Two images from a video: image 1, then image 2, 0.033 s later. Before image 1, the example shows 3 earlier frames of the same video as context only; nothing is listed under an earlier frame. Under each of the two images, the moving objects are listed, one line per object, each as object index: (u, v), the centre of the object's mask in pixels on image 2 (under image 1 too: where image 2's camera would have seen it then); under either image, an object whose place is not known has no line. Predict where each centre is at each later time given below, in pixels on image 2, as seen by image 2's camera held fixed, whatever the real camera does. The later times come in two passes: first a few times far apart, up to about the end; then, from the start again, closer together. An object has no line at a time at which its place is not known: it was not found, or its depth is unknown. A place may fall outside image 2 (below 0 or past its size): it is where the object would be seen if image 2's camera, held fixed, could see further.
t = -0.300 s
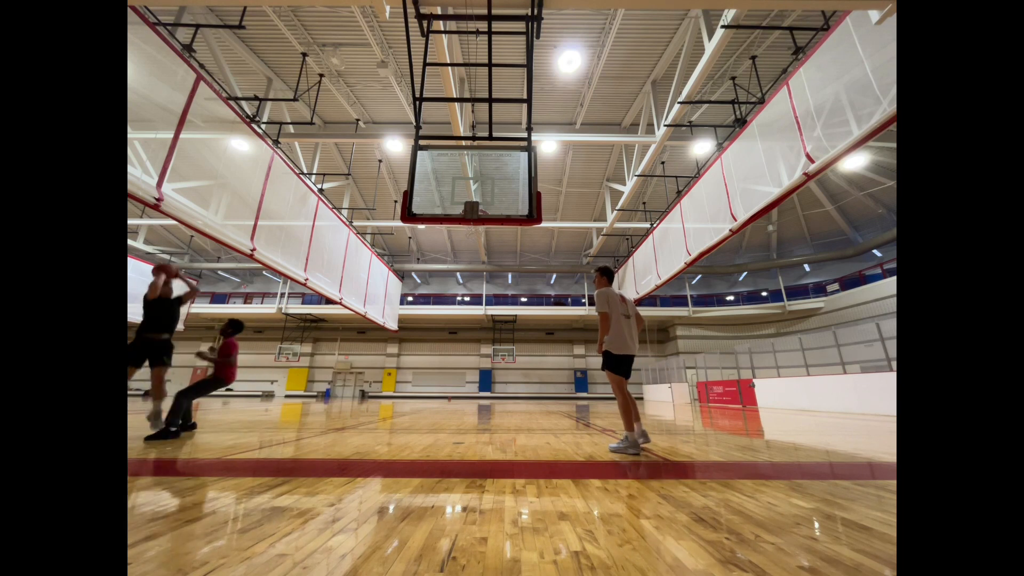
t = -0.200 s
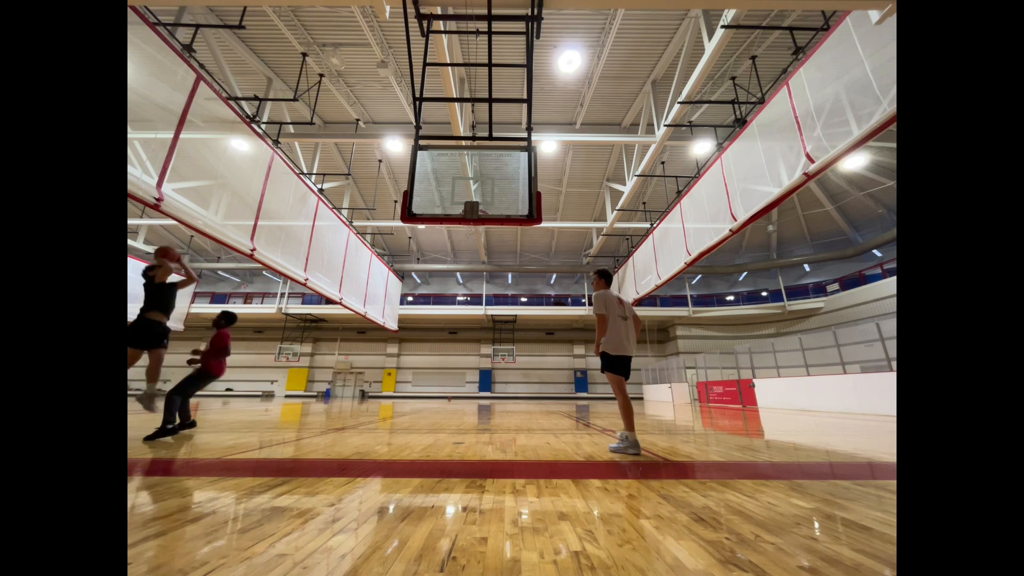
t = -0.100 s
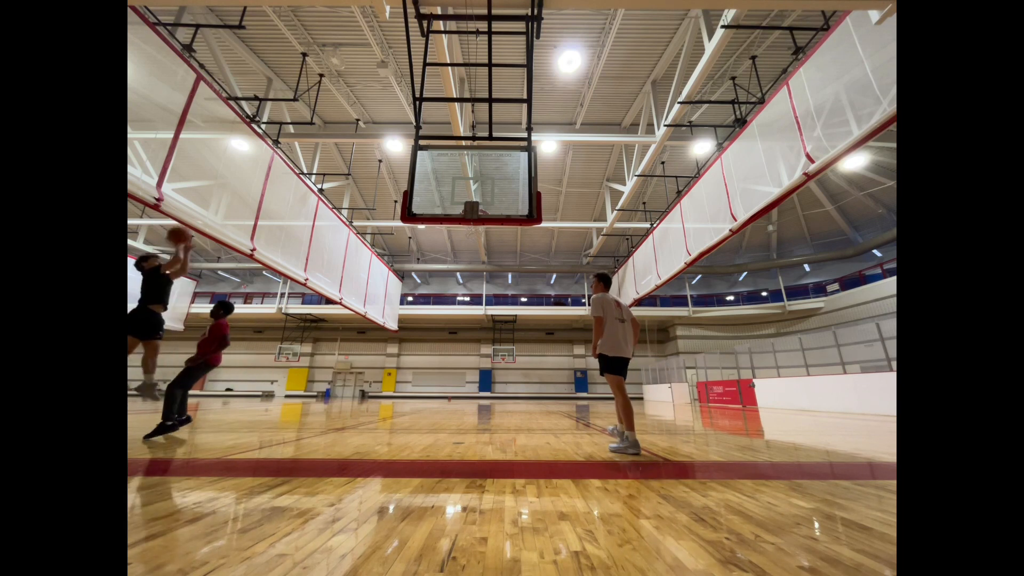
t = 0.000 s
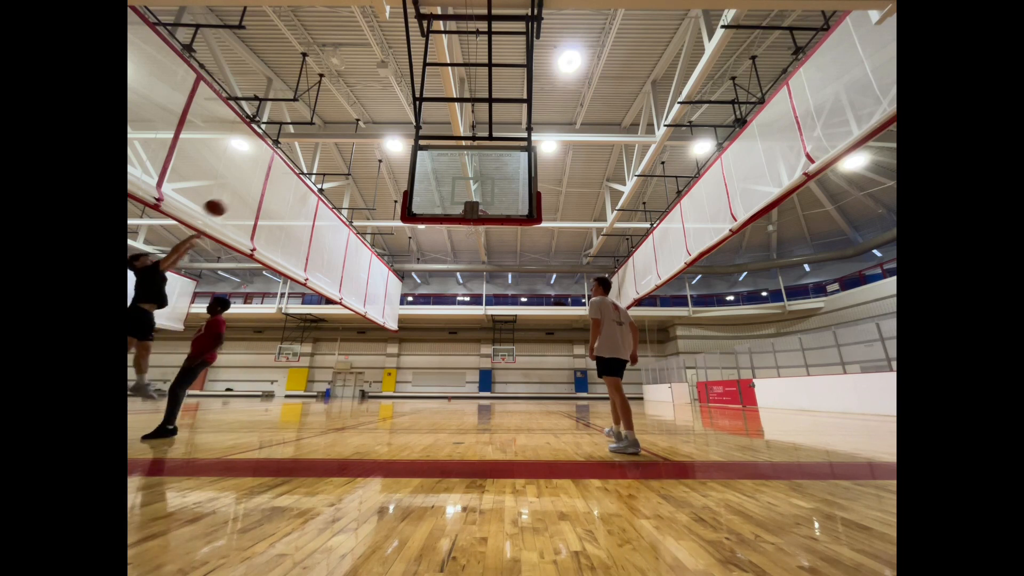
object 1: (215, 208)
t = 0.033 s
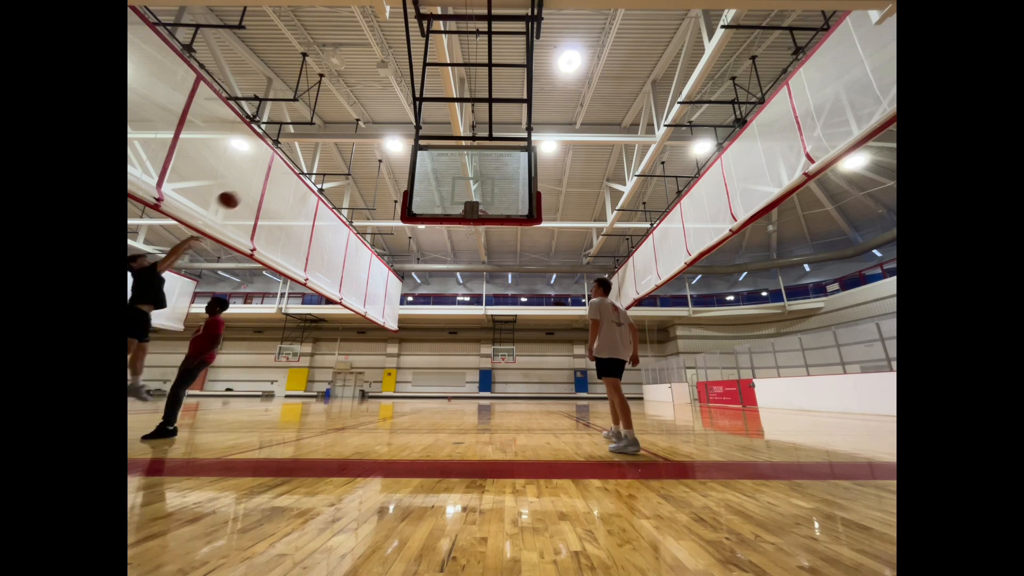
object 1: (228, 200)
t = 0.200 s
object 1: (287, 173)
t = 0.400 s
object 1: (347, 162)
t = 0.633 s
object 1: (405, 175)
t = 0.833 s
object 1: (457, 210)
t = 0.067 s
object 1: (241, 193)
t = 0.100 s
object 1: (253, 187)
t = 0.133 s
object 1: (265, 181)
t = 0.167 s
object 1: (277, 176)
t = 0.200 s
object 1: (287, 173)
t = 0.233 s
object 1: (298, 169)
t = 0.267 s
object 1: (308, 166)
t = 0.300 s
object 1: (318, 164)
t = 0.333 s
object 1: (328, 163)
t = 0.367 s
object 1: (337, 162)
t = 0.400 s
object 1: (347, 162)
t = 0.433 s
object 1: (356, 162)
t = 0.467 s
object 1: (364, 163)
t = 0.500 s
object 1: (374, 164)
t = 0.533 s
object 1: (383, 166)
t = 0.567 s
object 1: (392, 169)
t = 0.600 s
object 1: (400, 172)
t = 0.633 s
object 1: (405, 175)
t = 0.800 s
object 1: (449, 205)
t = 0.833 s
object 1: (457, 210)
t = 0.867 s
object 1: (459, 206)
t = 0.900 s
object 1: (461, 199)
